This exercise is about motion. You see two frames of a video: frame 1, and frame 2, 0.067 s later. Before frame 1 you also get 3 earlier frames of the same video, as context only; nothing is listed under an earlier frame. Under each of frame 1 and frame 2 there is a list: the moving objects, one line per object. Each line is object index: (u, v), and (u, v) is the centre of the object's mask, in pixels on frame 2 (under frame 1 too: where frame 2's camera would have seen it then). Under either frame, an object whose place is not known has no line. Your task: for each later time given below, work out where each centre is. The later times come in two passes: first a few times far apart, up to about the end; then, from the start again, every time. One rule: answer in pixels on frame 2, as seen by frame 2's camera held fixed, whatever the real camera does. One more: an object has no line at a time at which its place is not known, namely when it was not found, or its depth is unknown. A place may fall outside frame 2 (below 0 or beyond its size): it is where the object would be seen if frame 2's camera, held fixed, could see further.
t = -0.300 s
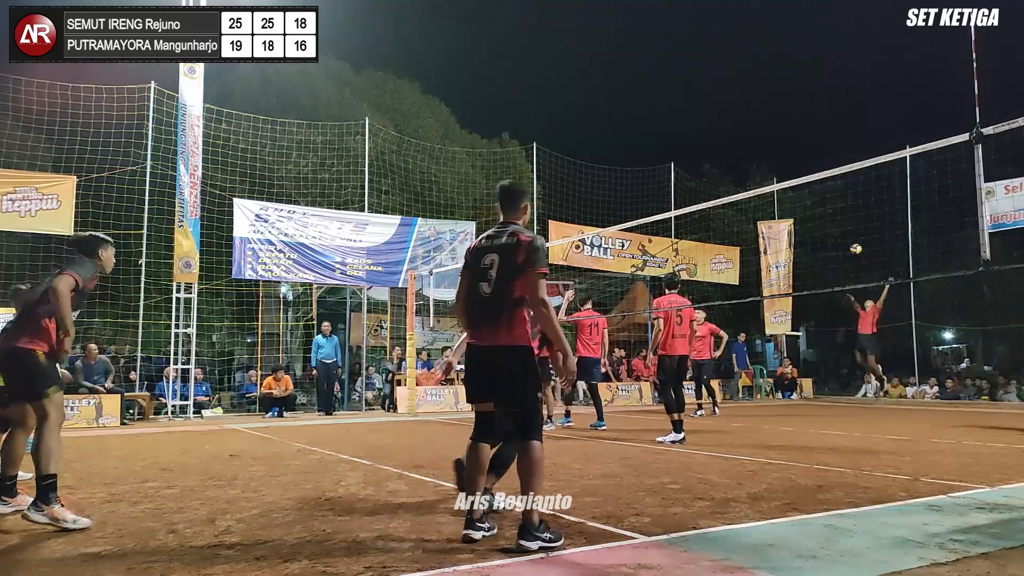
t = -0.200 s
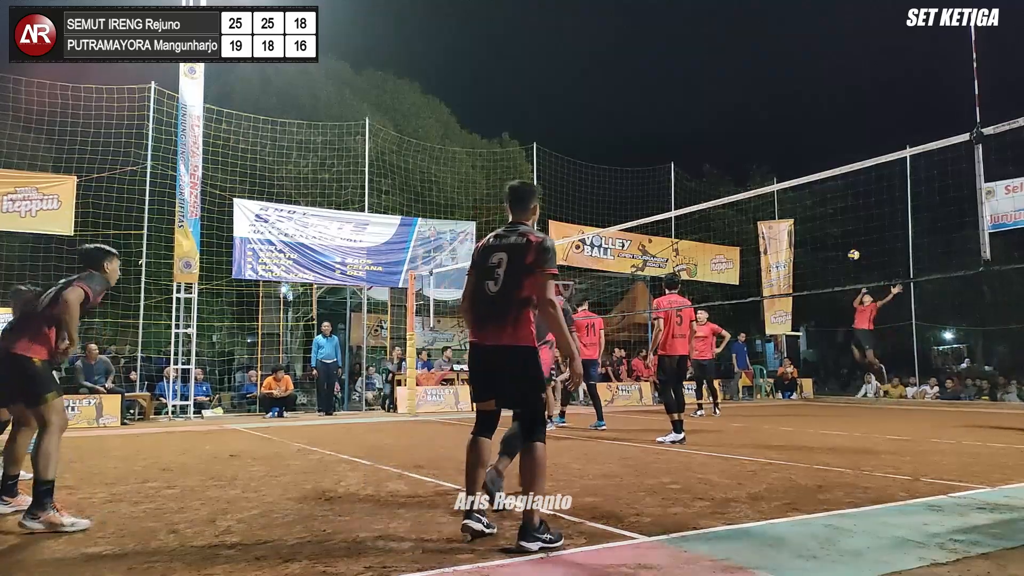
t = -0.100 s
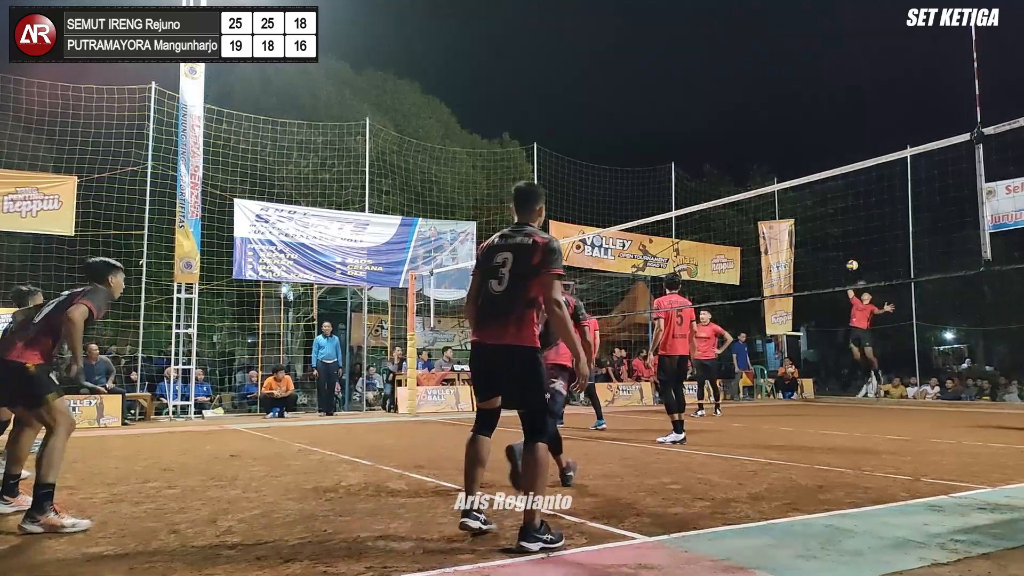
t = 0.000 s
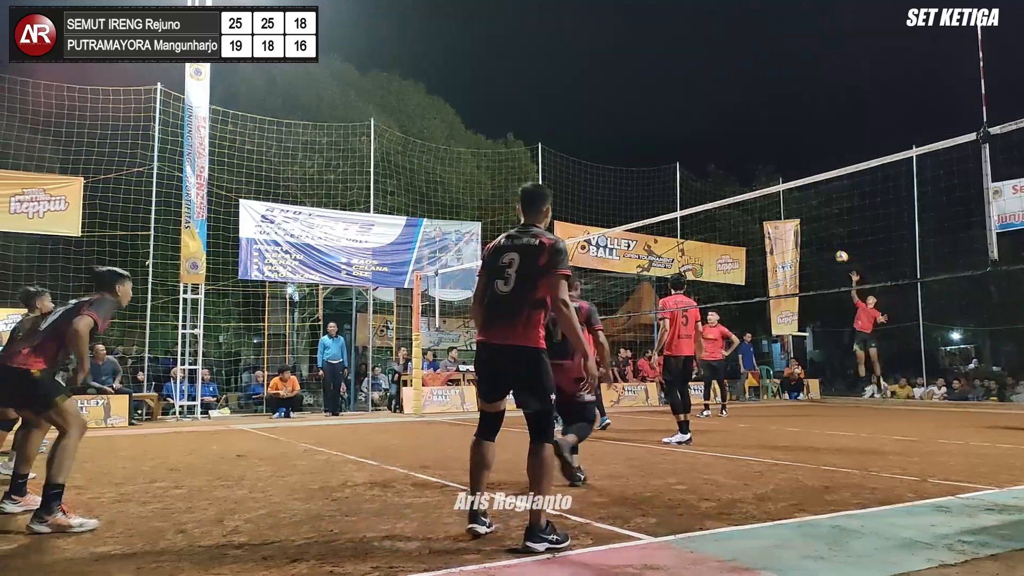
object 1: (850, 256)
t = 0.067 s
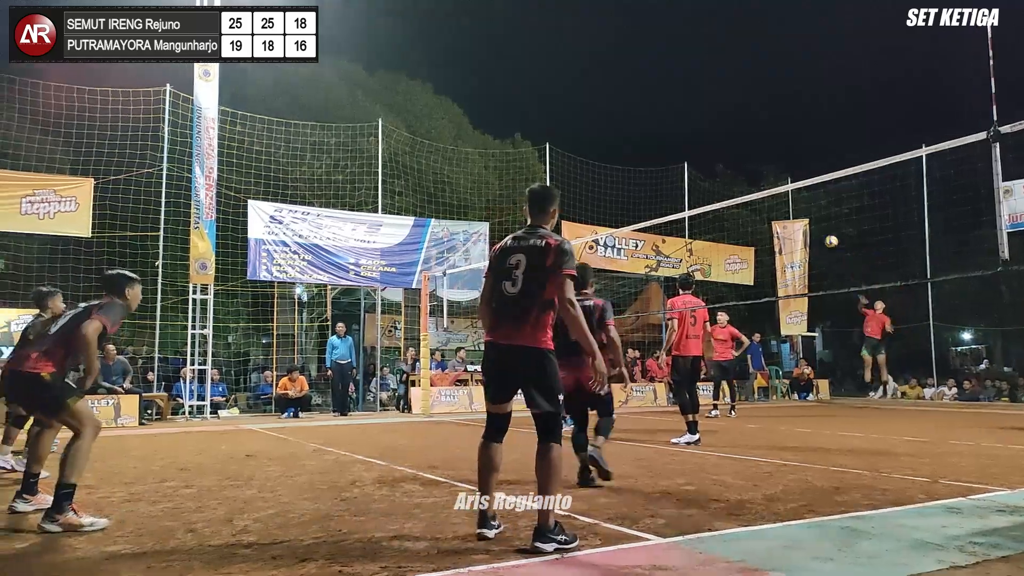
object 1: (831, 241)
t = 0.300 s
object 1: (743, 200)
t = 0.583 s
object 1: (569, 190)
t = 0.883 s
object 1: (230, 286)
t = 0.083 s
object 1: (826, 238)
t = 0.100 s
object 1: (821, 234)
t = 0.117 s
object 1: (816, 231)
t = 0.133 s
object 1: (811, 227)
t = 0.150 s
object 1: (805, 223)
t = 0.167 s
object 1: (799, 221)
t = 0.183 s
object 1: (792, 217)
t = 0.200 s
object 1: (786, 215)
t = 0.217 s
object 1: (779, 212)
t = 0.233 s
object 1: (773, 210)
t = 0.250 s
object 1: (766, 207)
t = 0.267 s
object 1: (758, 205)
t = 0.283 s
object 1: (752, 204)
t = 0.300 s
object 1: (743, 200)
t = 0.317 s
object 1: (735, 196)
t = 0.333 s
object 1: (727, 196)
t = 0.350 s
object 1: (719, 194)
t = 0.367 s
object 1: (710, 192)
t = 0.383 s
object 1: (702, 191)
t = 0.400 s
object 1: (693, 190)
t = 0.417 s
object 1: (683, 189)
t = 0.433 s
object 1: (673, 188)
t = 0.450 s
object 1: (663, 187)
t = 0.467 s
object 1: (653, 187)
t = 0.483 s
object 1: (642, 186)
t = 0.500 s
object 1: (631, 186)
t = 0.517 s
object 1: (619, 186)
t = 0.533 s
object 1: (607, 187)
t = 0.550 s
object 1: (595, 188)
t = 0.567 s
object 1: (582, 189)
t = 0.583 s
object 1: (569, 190)
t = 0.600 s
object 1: (556, 192)
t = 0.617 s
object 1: (541, 193)
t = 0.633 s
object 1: (527, 196)
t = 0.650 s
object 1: (512, 199)
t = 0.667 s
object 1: (497, 203)
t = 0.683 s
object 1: (481, 206)
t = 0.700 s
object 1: (464, 210)
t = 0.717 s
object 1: (448, 213)
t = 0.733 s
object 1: (431, 218)
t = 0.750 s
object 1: (413, 223)
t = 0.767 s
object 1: (394, 231)
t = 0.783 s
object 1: (372, 236)
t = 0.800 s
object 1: (349, 244)
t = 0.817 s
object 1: (328, 251)
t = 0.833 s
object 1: (306, 259)
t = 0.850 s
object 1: (281, 267)
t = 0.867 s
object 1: (254, 276)
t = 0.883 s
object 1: (230, 286)
